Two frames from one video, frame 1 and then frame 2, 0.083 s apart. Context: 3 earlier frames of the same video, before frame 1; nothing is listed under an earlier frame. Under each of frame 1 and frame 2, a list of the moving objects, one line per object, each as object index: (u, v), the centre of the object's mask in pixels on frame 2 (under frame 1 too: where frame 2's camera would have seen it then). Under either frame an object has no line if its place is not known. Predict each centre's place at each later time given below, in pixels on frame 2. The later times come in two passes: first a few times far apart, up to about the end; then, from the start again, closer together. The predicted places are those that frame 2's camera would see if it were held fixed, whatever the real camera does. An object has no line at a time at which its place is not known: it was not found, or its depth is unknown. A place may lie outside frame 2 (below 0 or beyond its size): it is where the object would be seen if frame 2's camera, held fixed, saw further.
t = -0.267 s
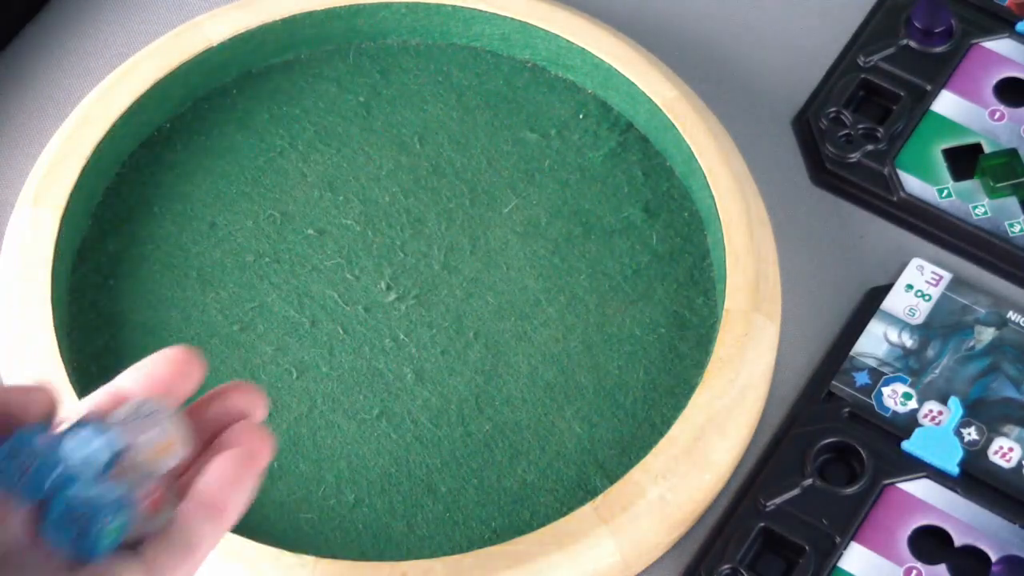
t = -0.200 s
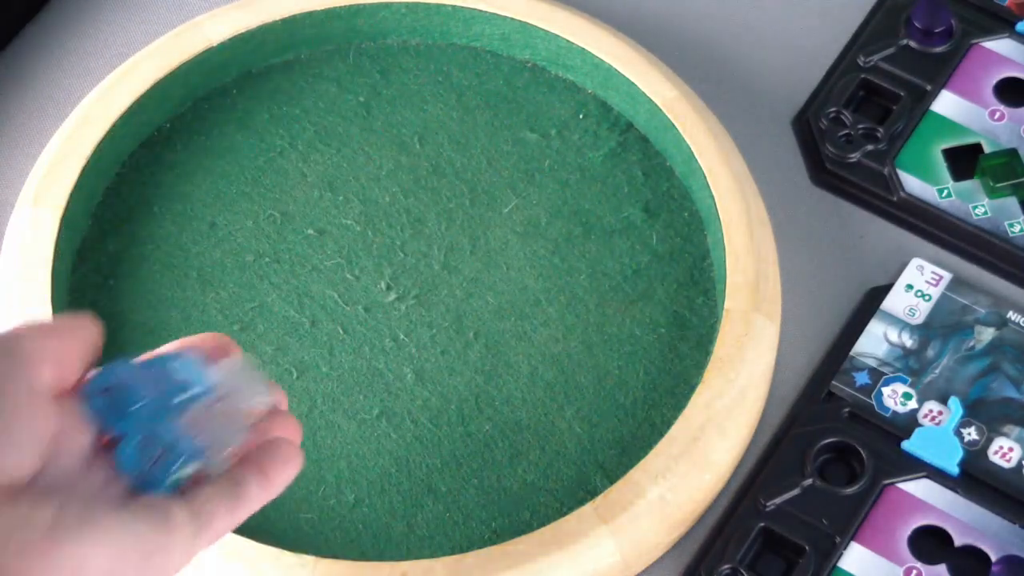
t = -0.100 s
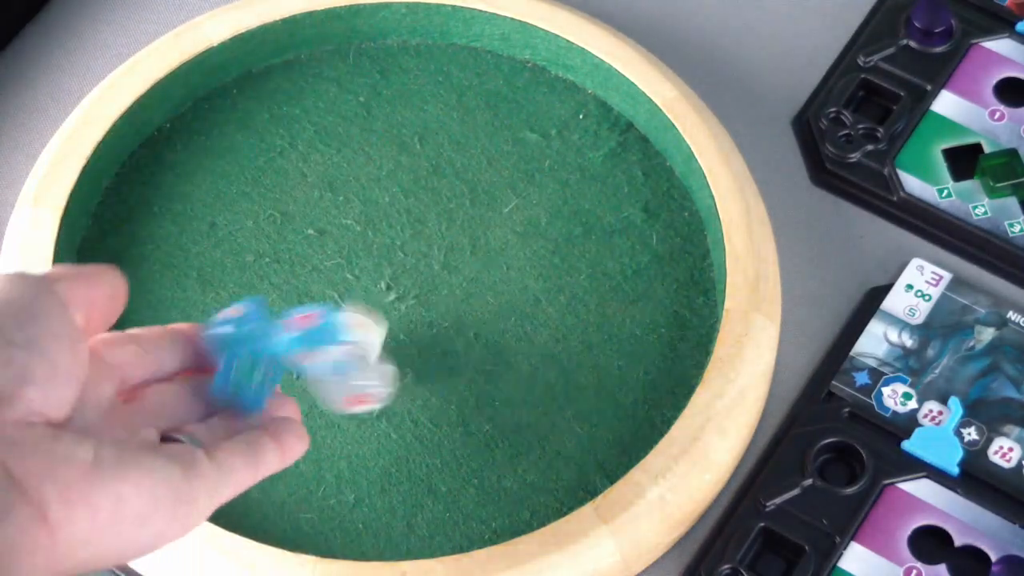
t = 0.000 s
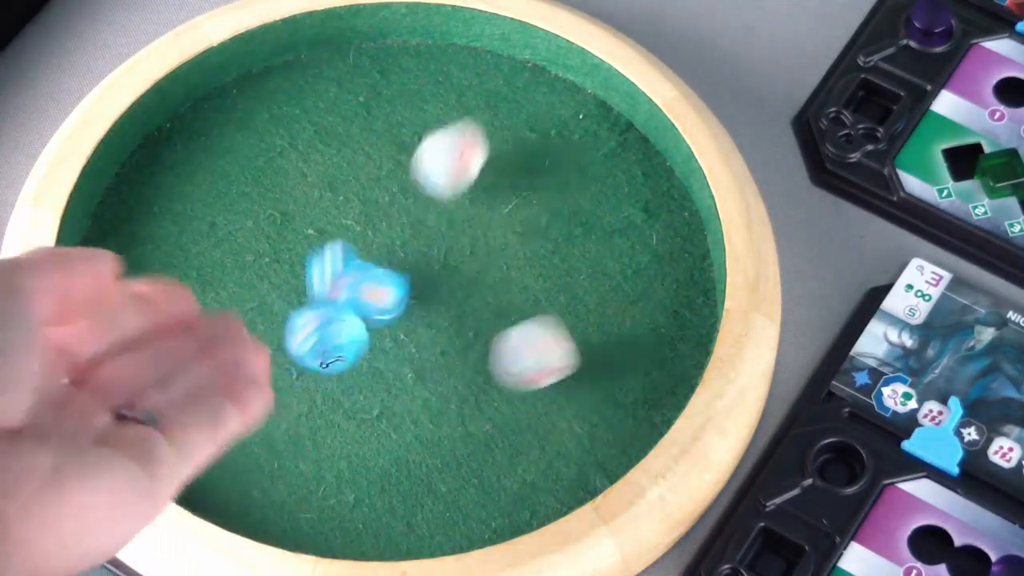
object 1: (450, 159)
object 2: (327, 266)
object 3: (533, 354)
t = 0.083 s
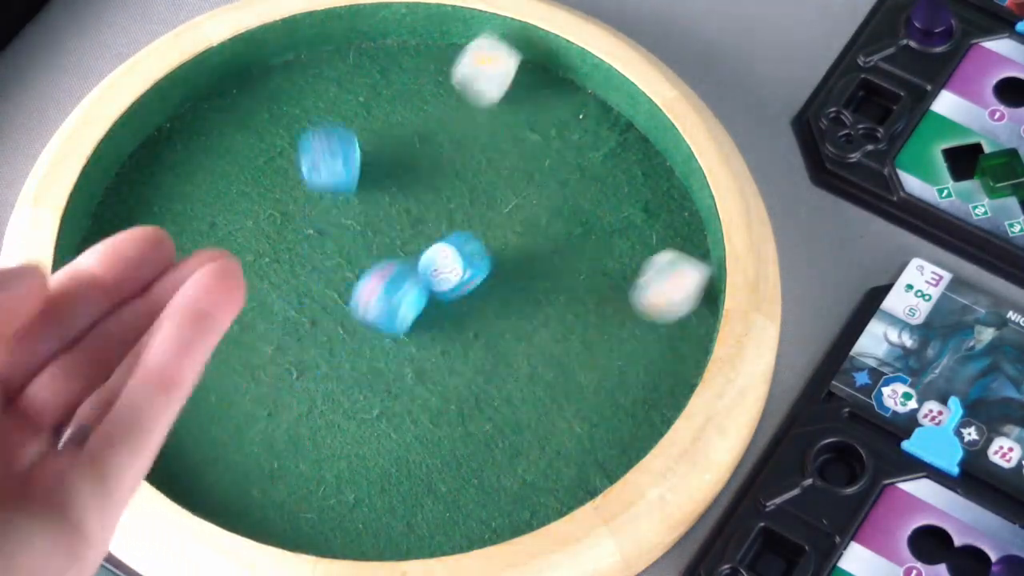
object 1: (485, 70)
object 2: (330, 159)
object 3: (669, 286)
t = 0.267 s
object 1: (423, 103)
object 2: (327, 103)
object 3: (635, 203)
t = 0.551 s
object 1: (419, 64)
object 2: (339, 132)
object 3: (664, 201)
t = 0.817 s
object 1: (419, 64)
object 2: (339, 132)
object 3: (664, 201)
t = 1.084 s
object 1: (419, 64)
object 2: (339, 132)
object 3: (664, 201)
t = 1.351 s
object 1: (419, 64)
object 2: (339, 132)
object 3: (663, 201)
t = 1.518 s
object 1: (419, 64)
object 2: (339, 132)
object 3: (663, 201)
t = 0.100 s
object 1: (475, 82)
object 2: (326, 143)
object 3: (688, 274)
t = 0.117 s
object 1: (465, 90)
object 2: (320, 118)
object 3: (680, 270)
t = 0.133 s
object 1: (457, 98)
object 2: (317, 99)
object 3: (673, 259)
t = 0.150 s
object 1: (450, 106)
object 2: (312, 71)
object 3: (665, 249)
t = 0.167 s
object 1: (441, 112)
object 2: (309, 53)
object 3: (658, 243)
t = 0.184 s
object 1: (433, 115)
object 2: (310, 54)
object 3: (652, 234)
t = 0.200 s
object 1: (428, 117)
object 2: (313, 67)
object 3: (647, 228)
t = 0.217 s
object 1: (425, 118)
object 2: (317, 75)
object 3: (642, 221)
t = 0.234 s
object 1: (423, 118)
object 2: (320, 86)
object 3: (638, 215)
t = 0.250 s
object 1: (422, 111)
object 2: (324, 97)
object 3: (637, 208)
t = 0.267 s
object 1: (423, 103)
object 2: (327, 103)
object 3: (635, 203)
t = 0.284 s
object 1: (426, 93)
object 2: (329, 114)
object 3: (634, 200)
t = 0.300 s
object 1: (428, 84)
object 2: (332, 121)
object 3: (639, 198)
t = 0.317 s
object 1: (430, 77)
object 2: (335, 124)
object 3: (649, 197)
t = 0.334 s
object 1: (431, 69)
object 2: (338, 128)
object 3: (655, 198)
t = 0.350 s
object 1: (432, 60)
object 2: (339, 131)
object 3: (660, 199)
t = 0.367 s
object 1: (432, 53)
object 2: (339, 132)
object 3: (662, 200)
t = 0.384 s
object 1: (430, 48)
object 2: (339, 132)
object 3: (664, 201)
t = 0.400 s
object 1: (426, 51)
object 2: (339, 132)
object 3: (664, 201)
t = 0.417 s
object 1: (422, 55)
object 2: (339, 132)
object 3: (664, 201)
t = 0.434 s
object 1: (420, 60)
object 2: (339, 132)
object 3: (664, 201)
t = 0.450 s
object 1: (419, 63)
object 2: (339, 132)
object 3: (664, 201)
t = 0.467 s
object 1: (418, 64)
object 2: (339, 132)
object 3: (663, 201)
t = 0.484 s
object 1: (419, 64)
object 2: (339, 132)
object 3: (663, 201)
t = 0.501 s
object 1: (419, 64)
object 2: (339, 132)
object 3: (663, 201)
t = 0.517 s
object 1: (419, 64)
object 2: (339, 132)
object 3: (664, 201)
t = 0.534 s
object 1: (419, 64)
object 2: (339, 132)
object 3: (664, 201)
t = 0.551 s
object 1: (419, 64)
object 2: (339, 132)
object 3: (664, 201)
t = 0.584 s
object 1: (419, 64)
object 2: (339, 132)
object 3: (664, 201)
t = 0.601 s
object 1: (419, 64)
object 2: (339, 132)
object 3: (664, 201)
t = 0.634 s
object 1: (419, 64)
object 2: (339, 132)
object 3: (663, 201)
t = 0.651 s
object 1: (419, 64)
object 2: (339, 132)
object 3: (664, 201)
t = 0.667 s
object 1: (419, 64)
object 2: (339, 132)
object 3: (664, 201)
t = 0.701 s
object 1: (419, 64)
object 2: (339, 132)
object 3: (664, 201)
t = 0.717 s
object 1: (419, 64)
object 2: (339, 132)
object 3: (664, 201)
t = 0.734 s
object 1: (419, 64)
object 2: (339, 132)
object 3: (664, 201)
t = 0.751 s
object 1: (419, 64)
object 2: (339, 132)
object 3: (663, 201)
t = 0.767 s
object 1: (419, 64)
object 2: (339, 132)
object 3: (664, 201)
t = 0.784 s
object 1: (419, 64)
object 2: (339, 132)
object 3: (663, 201)
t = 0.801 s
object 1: (419, 64)
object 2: (339, 132)
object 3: (664, 201)
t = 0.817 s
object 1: (419, 64)
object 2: (339, 132)
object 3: (664, 201)
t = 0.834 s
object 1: (419, 64)
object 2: (339, 132)
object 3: (664, 201)
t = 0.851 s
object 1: (419, 64)
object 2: (339, 132)
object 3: (664, 201)
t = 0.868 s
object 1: (419, 64)
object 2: (339, 132)
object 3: (664, 201)
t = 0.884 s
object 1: (419, 64)
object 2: (339, 132)
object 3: (664, 201)
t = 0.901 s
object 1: (419, 64)
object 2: (339, 132)
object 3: (664, 201)
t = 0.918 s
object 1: (419, 64)
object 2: (339, 132)
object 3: (664, 201)
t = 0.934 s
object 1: (419, 64)
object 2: (339, 132)
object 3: (664, 201)
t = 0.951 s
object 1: (419, 64)
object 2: (339, 132)
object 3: (664, 201)
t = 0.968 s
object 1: (419, 64)
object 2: (339, 132)
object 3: (664, 201)
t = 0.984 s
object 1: (419, 64)
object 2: (339, 132)
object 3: (664, 201)
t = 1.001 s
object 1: (419, 64)
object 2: (339, 132)
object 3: (664, 201)
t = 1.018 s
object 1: (419, 64)
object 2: (339, 132)
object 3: (664, 201)
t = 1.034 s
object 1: (419, 64)
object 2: (339, 132)
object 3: (664, 201)
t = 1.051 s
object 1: (419, 64)
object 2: (339, 132)
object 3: (664, 201)
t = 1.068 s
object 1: (419, 64)
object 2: (339, 132)
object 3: (664, 201)
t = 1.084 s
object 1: (419, 64)
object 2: (339, 132)
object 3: (664, 201)
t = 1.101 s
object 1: (419, 64)
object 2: (339, 132)
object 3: (664, 201)
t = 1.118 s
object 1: (419, 64)
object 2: (339, 132)
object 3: (664, 201)
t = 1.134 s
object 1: (419, 64)
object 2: (339, 132)
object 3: (664, 201)
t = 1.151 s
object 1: (419, 64)
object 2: (339, 132)
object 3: (664, 201)
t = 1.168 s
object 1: (419, 64)
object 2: (339, 132)
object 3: (664, 201)
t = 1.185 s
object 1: (419, 64)
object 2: (339, 132)
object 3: (664, 201)
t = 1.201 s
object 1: (419, 64)
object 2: (339, 132)
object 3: (664, 201)
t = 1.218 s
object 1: (419, 64)
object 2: (339, 132)
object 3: (664, 201)
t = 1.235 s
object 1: (419, 64)
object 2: (339, 132)
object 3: (664, 201)
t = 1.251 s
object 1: (419, 64)
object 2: (339, 132)
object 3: (663, 201)
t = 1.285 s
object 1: (419, 64)
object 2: (339, 132)
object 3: (663, 201)
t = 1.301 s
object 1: (419, 64)
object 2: (339, 132)
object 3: (664, 201)
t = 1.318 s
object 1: (419, 64)
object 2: (339, 132)
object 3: (664, 201)
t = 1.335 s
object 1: (419, 64)
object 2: (339, 132)
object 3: (664, 201)
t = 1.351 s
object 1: (419, 64)
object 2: (339, 132)
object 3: (663, 201)
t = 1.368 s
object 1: (419, 64)
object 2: (339, 132)
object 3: (664, 201)
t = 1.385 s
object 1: (419, 64)
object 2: (339, 132)
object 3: (664, 201)
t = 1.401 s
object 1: (419, 64)
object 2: (339, 132)
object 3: (664, 201)
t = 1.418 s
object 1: (419, 64)
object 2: (339, 132)
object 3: (664, 201)
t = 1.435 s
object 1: (419, 64)
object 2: (339, 132)
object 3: (663, 201)
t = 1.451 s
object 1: (419, 64)
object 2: (339, 132)
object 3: (663, 201)
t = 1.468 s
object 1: (419, 64)
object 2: (339, 132)
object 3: (664, 201)
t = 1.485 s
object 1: (419, 64)
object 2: (339, 132)
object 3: (664, 201)
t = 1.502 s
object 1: (419, 64)
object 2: (339, 132)
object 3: (664, 201)
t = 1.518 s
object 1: (419, 64)
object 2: (339, 132)
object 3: (663, 201)
